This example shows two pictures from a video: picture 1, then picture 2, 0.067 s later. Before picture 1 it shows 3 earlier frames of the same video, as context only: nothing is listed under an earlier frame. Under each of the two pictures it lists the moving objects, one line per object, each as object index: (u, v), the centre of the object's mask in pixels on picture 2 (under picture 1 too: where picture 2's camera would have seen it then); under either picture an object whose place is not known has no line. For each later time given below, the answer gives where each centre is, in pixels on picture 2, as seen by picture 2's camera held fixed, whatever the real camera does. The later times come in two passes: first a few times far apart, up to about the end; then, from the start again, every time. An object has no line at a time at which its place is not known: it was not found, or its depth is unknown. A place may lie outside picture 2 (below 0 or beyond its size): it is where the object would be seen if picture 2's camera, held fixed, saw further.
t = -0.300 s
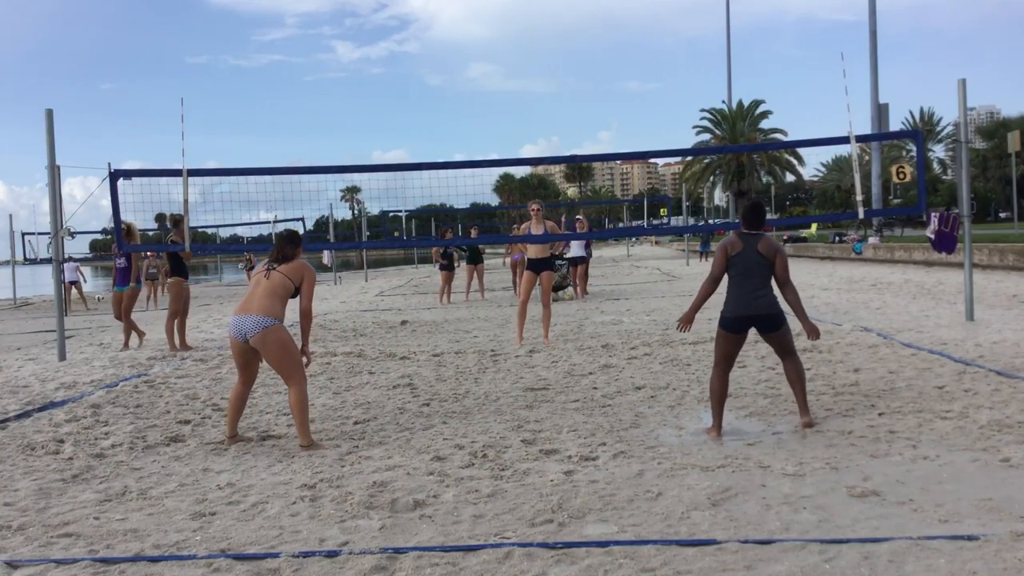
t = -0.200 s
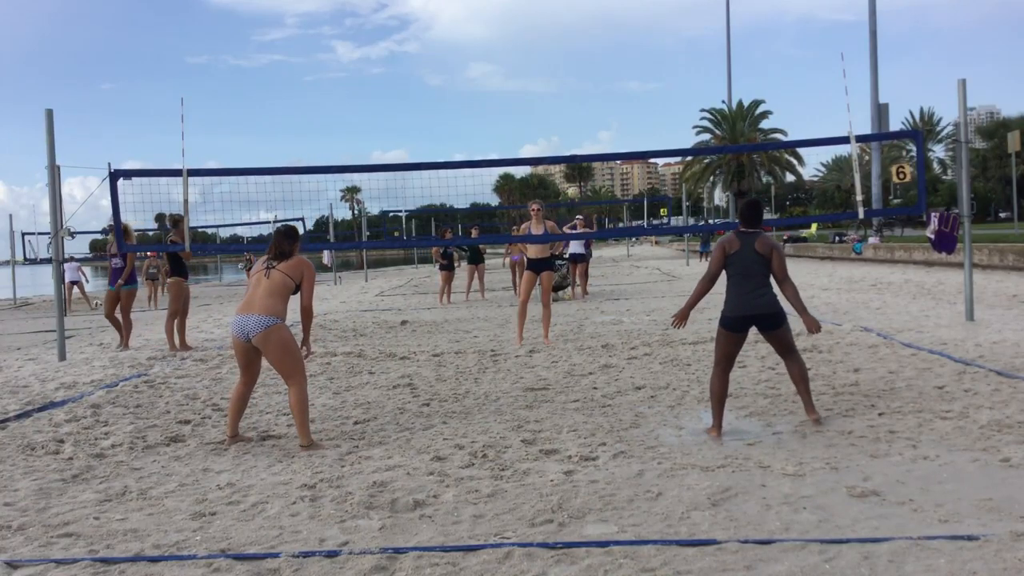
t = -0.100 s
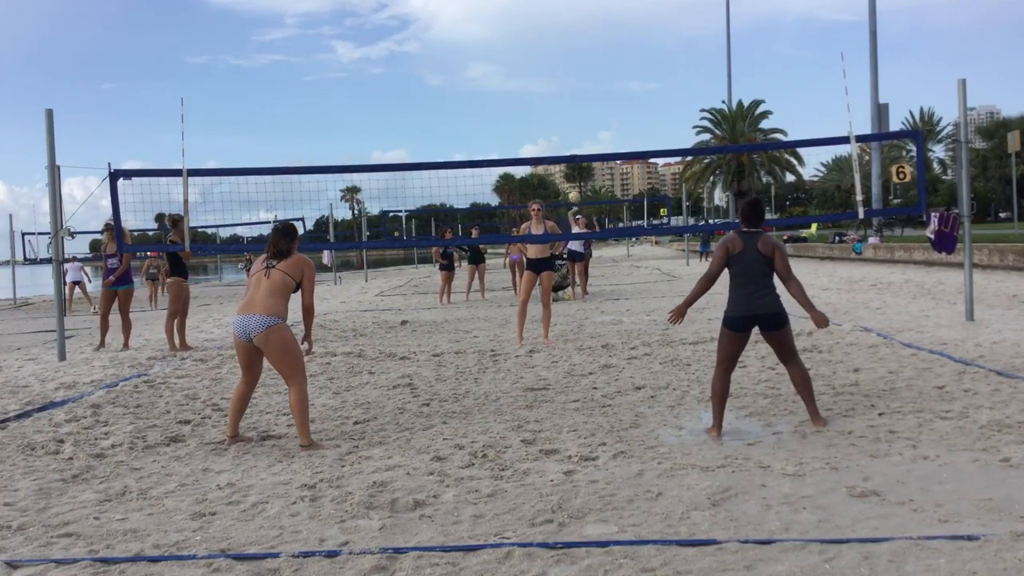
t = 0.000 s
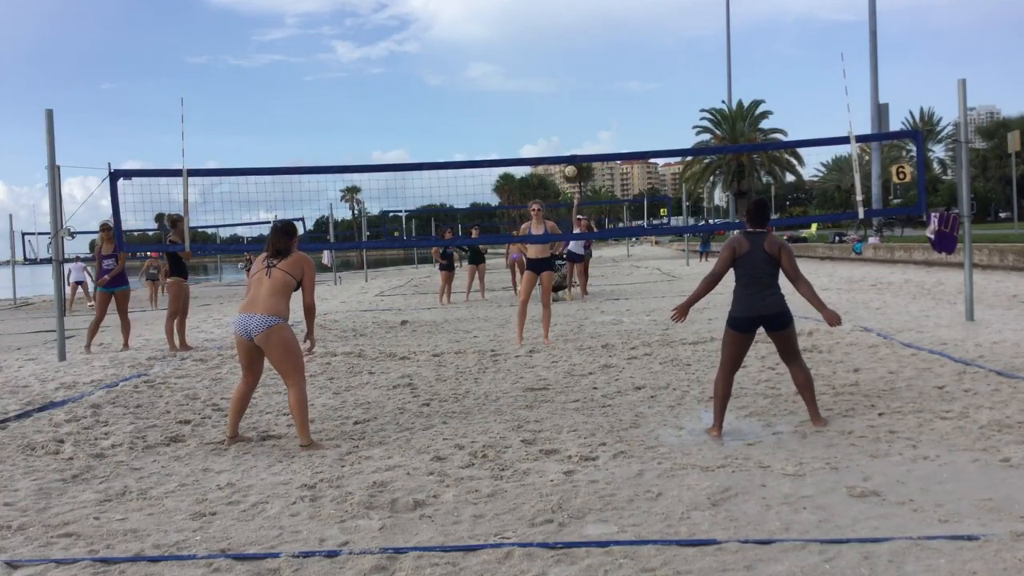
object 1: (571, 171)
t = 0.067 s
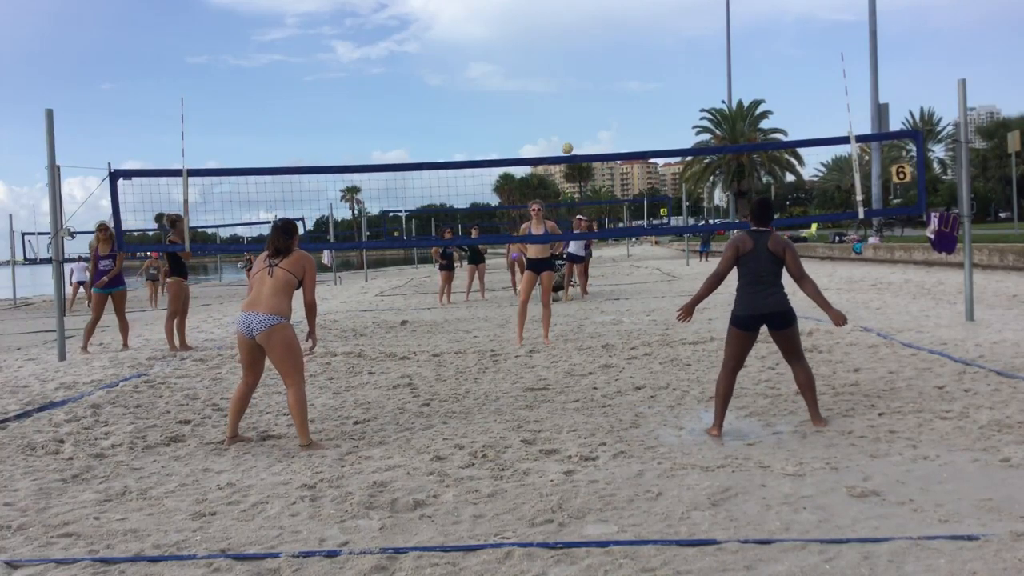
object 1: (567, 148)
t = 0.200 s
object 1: (559, 106)
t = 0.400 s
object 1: (545, 52)
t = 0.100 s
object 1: (565, 137)
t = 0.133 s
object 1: (563, 126)
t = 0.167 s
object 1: (561, 116)
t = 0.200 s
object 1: (559, 106)
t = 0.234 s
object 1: (557, 96)
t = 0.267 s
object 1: (555, 86)
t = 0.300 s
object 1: (552, 77)
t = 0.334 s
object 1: (550, 68)
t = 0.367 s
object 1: (548, 60)
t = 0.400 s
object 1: (545, 52)
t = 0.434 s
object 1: (543, 44)
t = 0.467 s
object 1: (540, 36)
